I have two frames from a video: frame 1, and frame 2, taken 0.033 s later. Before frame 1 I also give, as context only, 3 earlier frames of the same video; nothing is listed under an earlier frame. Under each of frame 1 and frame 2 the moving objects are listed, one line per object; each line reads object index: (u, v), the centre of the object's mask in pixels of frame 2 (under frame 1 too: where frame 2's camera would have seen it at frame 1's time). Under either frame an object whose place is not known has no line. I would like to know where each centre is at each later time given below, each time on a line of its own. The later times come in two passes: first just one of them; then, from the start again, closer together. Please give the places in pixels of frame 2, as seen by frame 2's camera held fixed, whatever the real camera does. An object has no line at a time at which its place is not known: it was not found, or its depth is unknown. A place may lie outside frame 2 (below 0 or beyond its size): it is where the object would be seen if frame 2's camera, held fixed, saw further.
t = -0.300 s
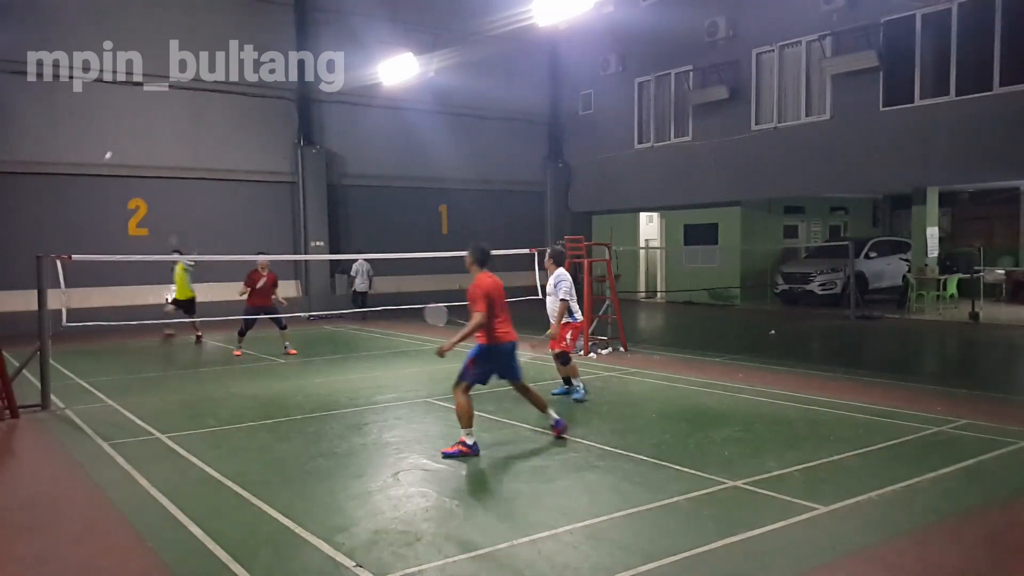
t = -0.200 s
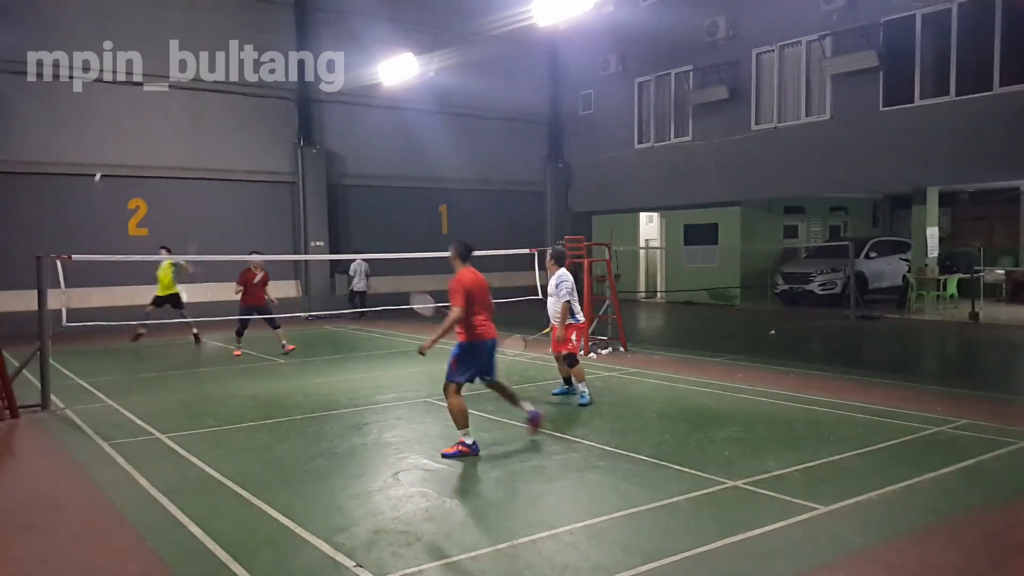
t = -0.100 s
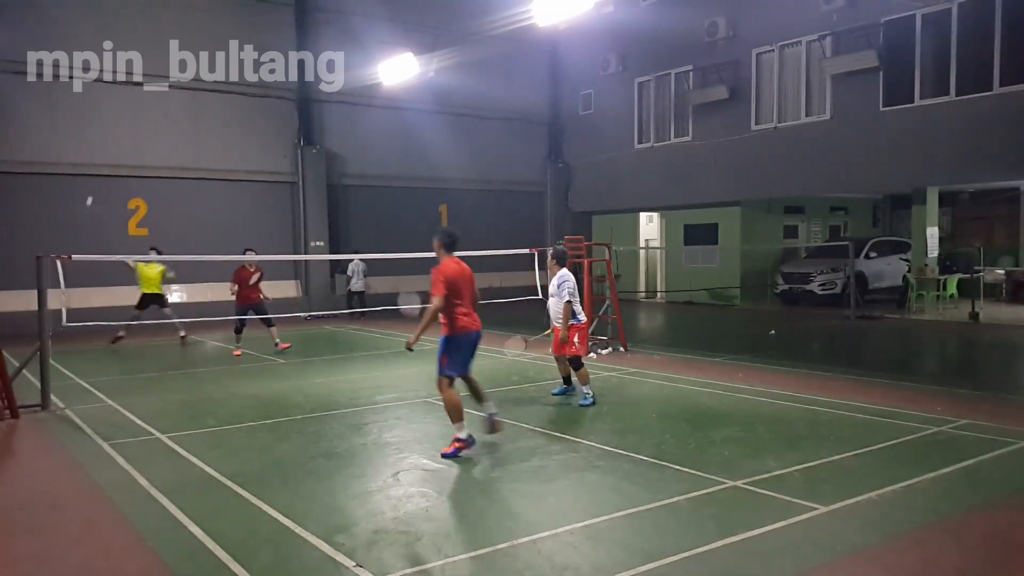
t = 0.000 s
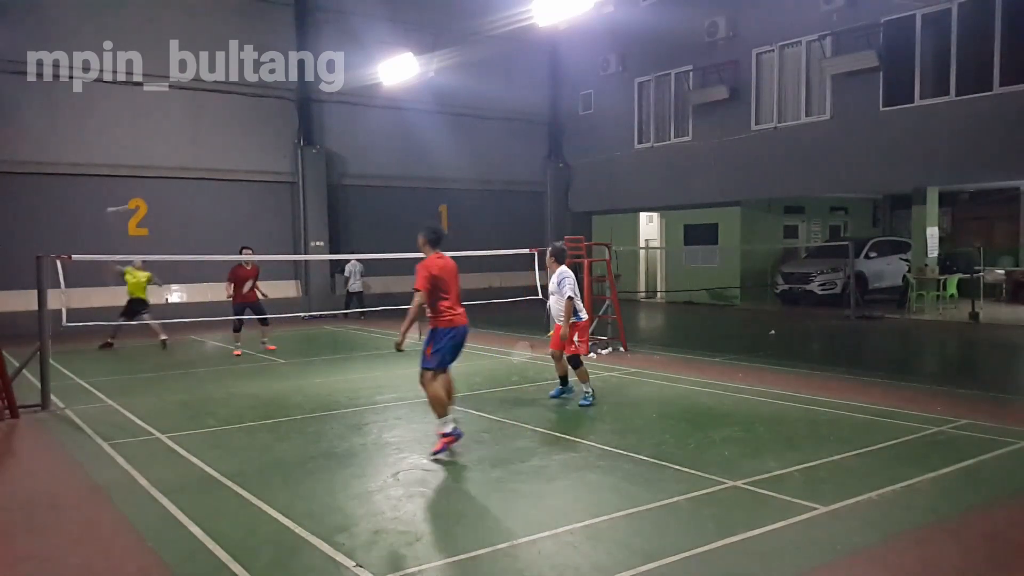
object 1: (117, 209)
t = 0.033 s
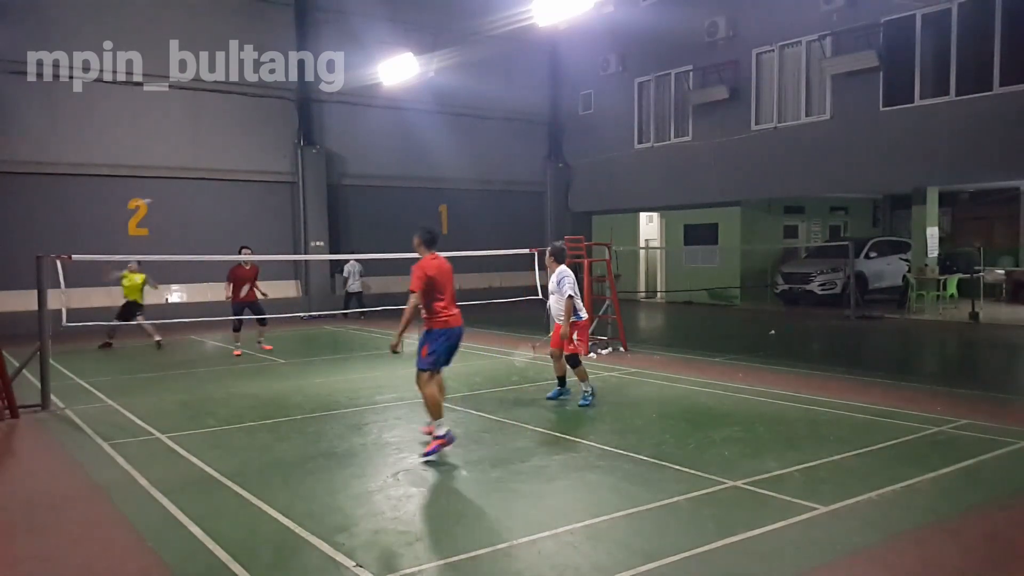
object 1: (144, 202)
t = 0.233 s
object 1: (247, 192)
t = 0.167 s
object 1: (216, 191)
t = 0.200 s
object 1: (231, 191)
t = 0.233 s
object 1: (247, 192)
